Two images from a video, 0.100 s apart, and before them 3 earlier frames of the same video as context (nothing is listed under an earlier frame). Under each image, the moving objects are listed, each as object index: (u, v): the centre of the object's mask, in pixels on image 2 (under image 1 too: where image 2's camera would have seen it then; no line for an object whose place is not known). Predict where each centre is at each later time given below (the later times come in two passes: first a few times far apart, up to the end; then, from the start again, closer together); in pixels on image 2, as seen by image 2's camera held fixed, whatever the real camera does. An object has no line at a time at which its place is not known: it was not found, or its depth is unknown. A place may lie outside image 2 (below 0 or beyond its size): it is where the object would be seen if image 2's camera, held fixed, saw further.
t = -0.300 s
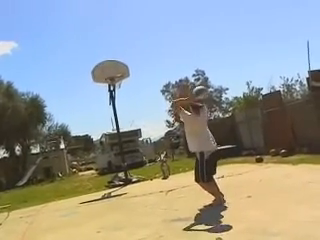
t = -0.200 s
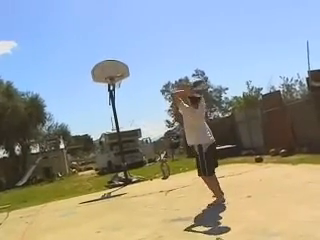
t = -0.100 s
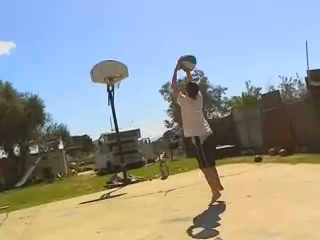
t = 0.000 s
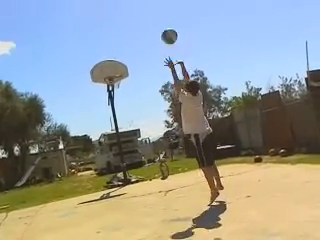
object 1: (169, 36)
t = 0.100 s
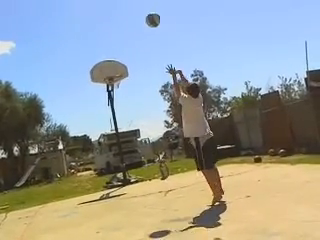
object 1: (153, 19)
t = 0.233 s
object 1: (136, 10)
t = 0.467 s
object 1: (118, 17)
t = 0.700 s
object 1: (107, 45)
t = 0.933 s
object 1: (100, 75)
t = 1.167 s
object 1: (91, 68)
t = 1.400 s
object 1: (86, 80)
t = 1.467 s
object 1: (84, 88)
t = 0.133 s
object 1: (148, 16)
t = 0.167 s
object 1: (144, 14)
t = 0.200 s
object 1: (140, 12)
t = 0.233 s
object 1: (136, 10)
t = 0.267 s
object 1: (133, 10)
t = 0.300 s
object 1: (130, 10)
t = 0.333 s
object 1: (127, 10)
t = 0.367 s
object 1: (125, 11)
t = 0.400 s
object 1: (122, 13)
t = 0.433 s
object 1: (119, 15)
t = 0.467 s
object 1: (118, 17)
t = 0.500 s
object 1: (116, 20)
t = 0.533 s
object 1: (114, 24)
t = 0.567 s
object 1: (113, 27)
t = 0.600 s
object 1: (111, 31)
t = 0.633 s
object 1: (110, 35)
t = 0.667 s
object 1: (108, 40)
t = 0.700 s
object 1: (107, 45)
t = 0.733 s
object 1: (106, 50)
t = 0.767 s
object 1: (105, 55)
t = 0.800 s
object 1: (104, 60)
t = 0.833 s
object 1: (103, 65)
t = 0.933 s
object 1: (100, 75)
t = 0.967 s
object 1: (98, 73)
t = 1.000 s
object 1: (97, 71)
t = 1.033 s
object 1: (95, 69)
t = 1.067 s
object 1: (94, 68)
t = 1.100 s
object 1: (93, 68)
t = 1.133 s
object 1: (92, 67)
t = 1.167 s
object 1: (91, 68)
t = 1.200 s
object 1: (90, 68)
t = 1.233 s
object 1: (89, 69)
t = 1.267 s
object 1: (88, 70)
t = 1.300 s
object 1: (87, 72)
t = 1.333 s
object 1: (86, 75)
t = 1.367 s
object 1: (86, 77)
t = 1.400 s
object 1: (86, 80)
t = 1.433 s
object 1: (85, 84)
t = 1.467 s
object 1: (84, 88)
